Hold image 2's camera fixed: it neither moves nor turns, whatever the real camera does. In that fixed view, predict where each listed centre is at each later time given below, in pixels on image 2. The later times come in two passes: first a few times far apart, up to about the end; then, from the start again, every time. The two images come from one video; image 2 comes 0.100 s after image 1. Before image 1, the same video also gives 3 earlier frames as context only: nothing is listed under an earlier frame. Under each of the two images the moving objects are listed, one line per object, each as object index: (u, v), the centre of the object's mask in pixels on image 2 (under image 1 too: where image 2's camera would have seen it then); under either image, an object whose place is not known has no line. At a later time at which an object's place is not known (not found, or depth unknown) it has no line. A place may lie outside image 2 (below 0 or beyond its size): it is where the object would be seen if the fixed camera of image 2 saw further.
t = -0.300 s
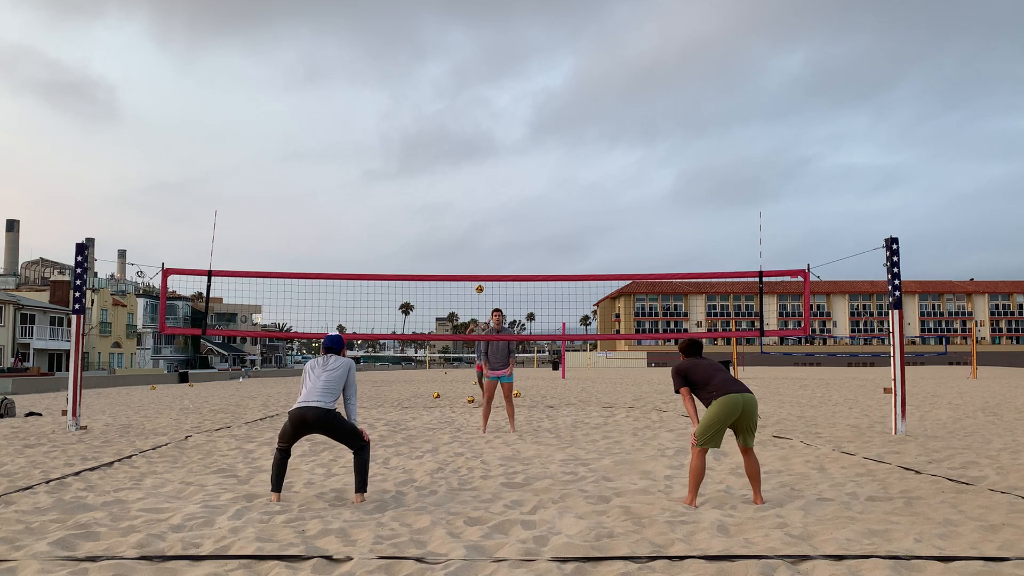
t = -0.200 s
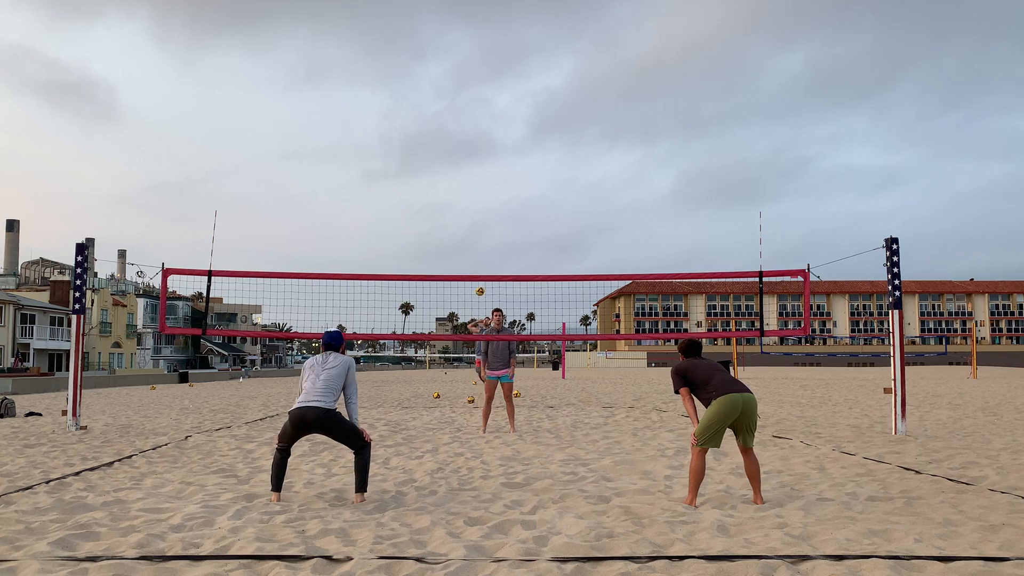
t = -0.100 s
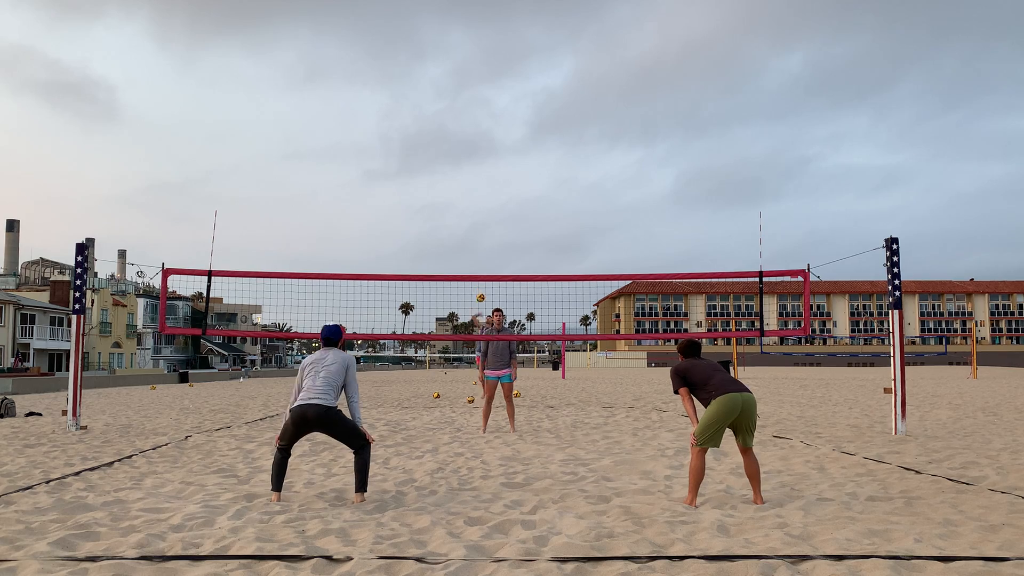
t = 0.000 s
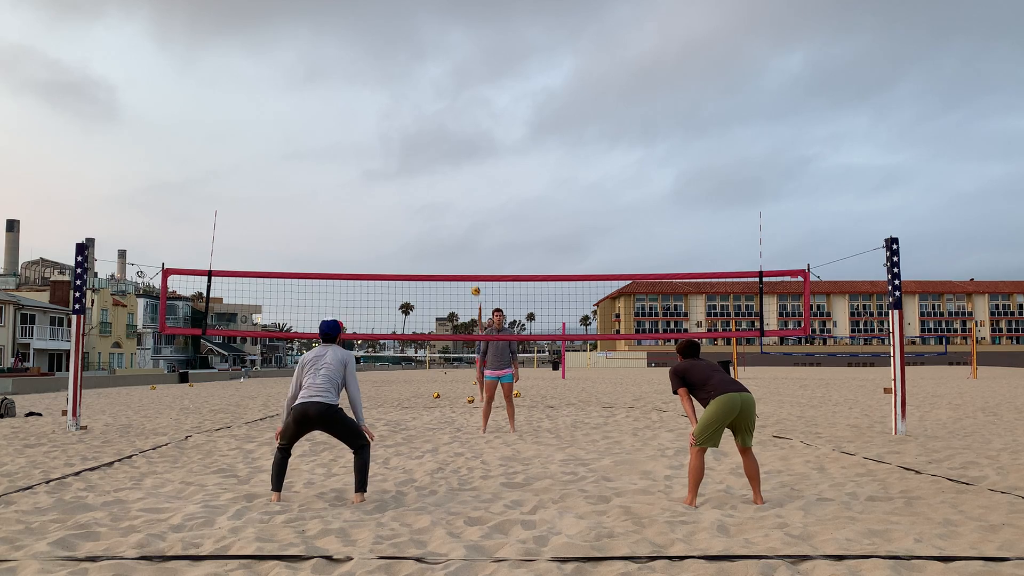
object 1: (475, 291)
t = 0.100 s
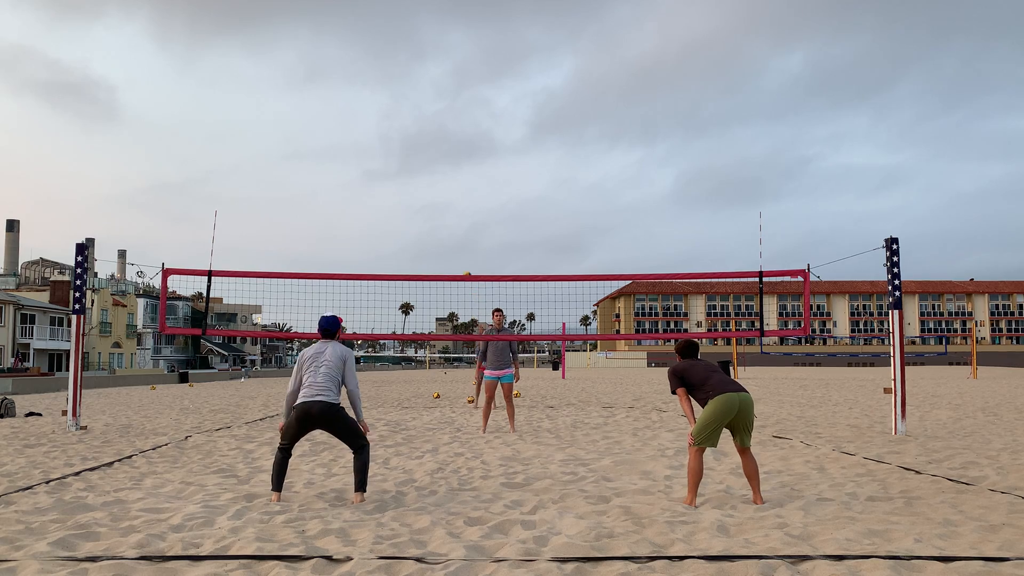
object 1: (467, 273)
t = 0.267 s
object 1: (448, 259)
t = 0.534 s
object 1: (403, 253)
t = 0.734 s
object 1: (354, 272)
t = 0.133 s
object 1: (464, 271)
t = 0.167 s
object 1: (460, 268)
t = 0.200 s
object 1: (456, 265)
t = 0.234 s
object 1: (452, 262)
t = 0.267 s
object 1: (448, 259)
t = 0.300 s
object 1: (443, 257)
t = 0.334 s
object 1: (438, 255)
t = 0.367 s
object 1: (434, 253)
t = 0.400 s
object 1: (428, 253)
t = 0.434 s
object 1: (422, 252)
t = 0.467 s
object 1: (416, 252)
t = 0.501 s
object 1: (410, 252)
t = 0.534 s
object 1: (403, 253)
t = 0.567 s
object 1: (396, 255)
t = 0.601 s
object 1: (388, 257)
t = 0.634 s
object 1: (380, 260)
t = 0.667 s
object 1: (372, 263)
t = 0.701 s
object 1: (363, 267)
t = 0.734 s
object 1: (354, 272)
